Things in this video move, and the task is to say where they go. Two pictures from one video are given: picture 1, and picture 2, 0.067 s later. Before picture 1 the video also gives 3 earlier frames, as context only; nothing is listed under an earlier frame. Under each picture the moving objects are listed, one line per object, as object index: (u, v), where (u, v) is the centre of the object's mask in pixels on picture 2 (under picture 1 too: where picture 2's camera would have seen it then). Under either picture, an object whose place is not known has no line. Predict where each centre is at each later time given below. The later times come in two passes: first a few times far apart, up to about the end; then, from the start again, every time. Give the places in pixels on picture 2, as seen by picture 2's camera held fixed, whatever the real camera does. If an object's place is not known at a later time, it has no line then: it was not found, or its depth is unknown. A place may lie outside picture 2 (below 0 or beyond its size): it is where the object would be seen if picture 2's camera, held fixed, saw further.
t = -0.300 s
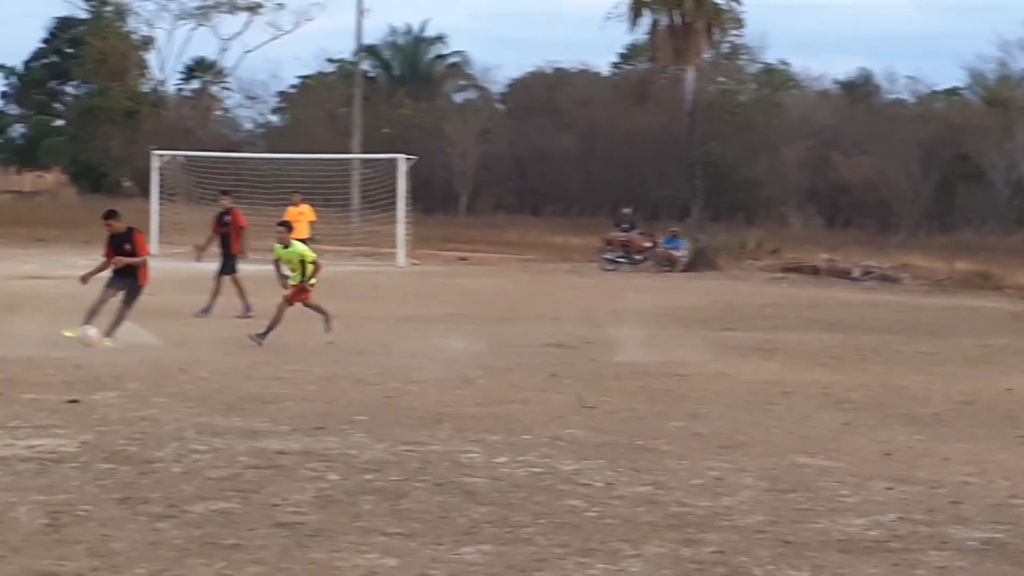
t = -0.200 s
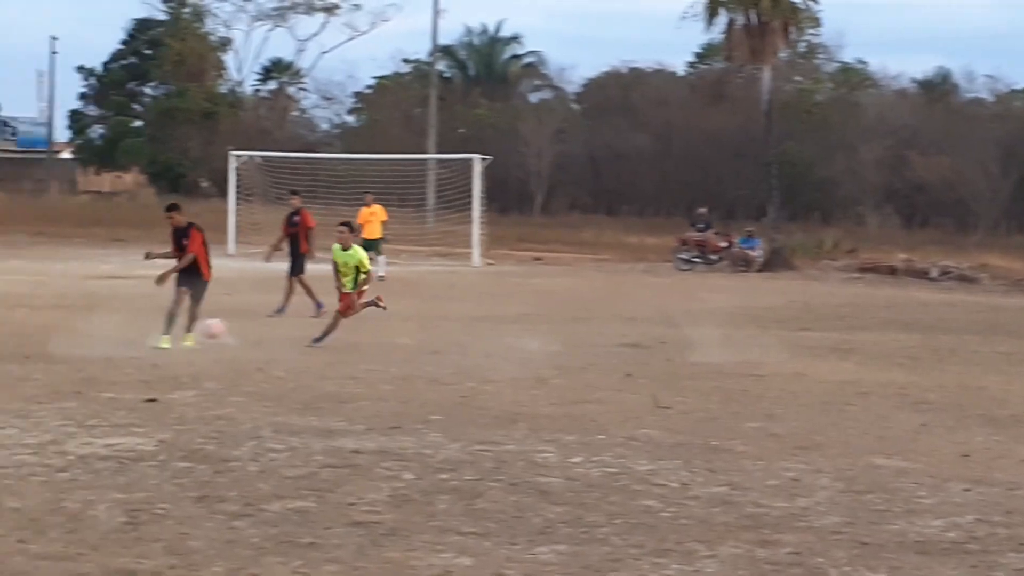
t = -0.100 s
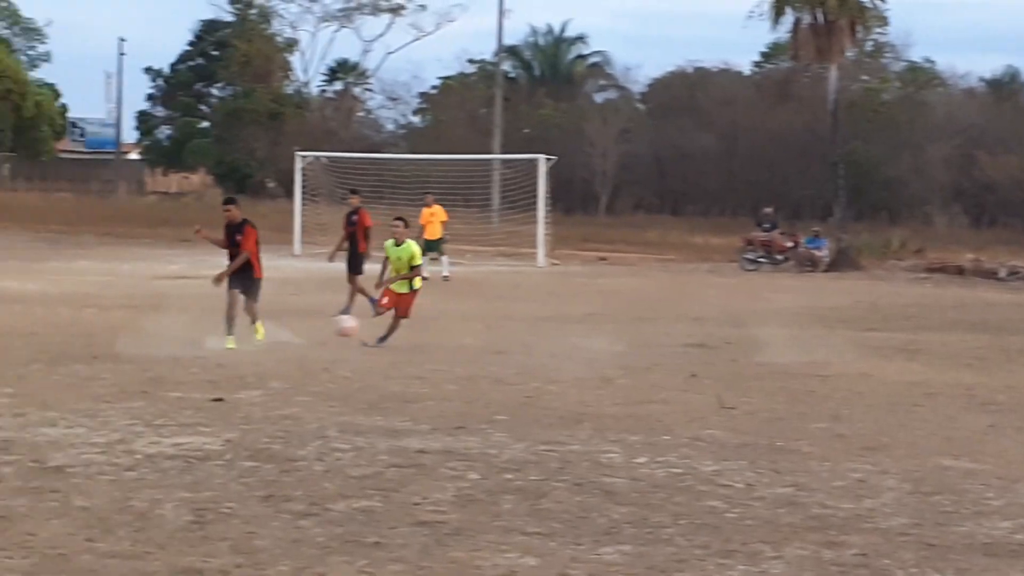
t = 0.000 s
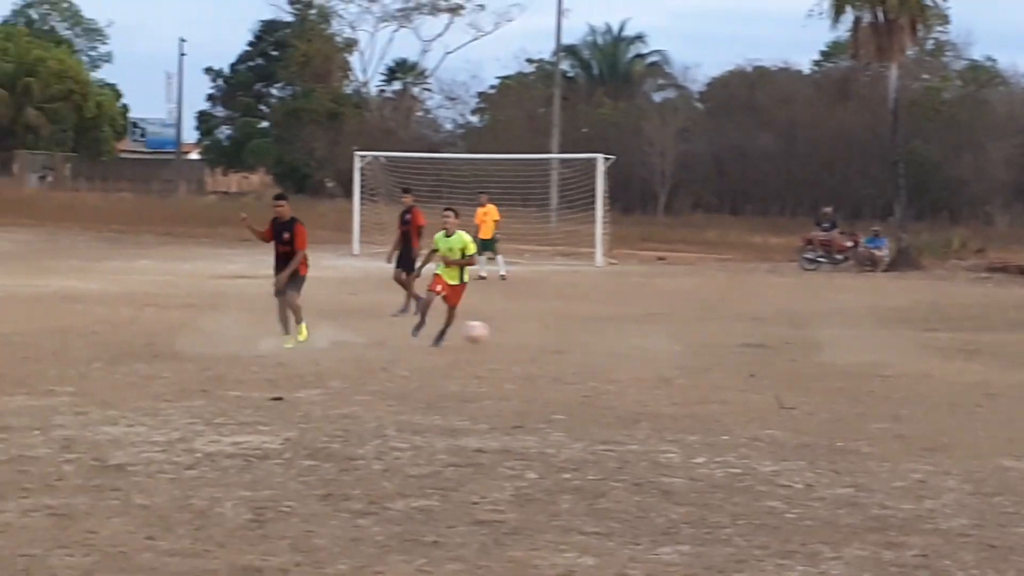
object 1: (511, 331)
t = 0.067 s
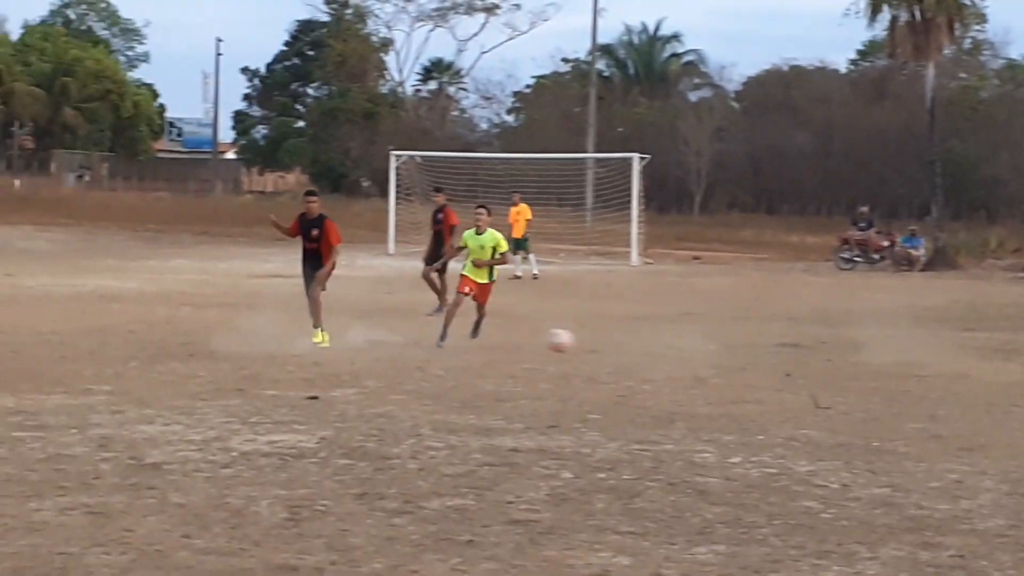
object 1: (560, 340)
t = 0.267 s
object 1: (714, 370)
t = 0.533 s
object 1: (916, 399)
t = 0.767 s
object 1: (1058, 388)
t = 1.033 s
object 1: (1227, 417)
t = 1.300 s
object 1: (1396, 450)
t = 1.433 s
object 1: (1495, 439)
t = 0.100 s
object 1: (586, 347)
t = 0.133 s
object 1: (613, 355)
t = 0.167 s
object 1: (640, 364)
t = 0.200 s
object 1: (668, 374)
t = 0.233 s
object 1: (692, 372)
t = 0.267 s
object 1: (714, 370)
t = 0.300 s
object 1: (739, 369)
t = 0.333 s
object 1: (763, 369)
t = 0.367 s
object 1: (788, 370)
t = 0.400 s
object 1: (812, 373)
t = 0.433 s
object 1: (838, 376)
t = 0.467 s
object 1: (863, 382)
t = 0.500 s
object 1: (890, 389)
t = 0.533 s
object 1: (916, 399)
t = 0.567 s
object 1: (939, 399)
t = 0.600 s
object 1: (958, 393)
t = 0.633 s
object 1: (978, 390)
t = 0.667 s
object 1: (998, 386)
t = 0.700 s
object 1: (1018, 385)
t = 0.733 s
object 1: (1038, 386)
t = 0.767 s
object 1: (1058, 388)
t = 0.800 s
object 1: (1080, 391)
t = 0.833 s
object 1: (1101, 395)
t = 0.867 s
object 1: (1124, 403)
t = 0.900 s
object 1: (1143, 411)
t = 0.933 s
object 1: (1167, 422)
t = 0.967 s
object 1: (1187, 426)
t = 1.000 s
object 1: (1208, 421)
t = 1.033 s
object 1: (1227, 417)
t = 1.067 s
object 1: (1246, 415)
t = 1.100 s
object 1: (1268, 414)
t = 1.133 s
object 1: (1288, 417)
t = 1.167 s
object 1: (1309, 420)
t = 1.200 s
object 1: (1331, 424)
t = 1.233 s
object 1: (1353, 430)
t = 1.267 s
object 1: (1375, 439)
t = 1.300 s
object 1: (1396, 450)
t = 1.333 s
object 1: (1420, 451)
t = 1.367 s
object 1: (1446, 445)
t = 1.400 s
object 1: (1470, 441)
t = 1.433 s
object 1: (1495, 439)
